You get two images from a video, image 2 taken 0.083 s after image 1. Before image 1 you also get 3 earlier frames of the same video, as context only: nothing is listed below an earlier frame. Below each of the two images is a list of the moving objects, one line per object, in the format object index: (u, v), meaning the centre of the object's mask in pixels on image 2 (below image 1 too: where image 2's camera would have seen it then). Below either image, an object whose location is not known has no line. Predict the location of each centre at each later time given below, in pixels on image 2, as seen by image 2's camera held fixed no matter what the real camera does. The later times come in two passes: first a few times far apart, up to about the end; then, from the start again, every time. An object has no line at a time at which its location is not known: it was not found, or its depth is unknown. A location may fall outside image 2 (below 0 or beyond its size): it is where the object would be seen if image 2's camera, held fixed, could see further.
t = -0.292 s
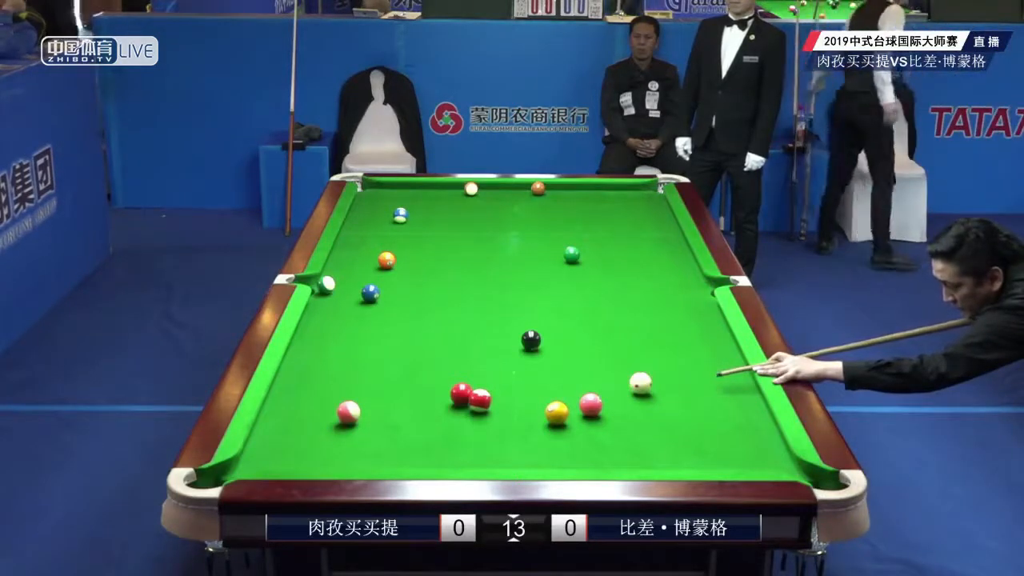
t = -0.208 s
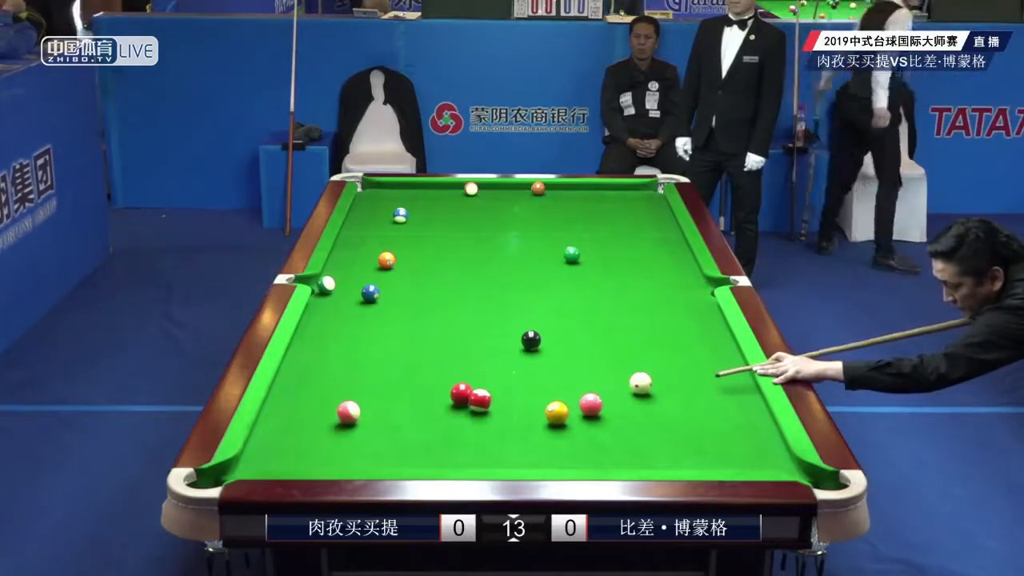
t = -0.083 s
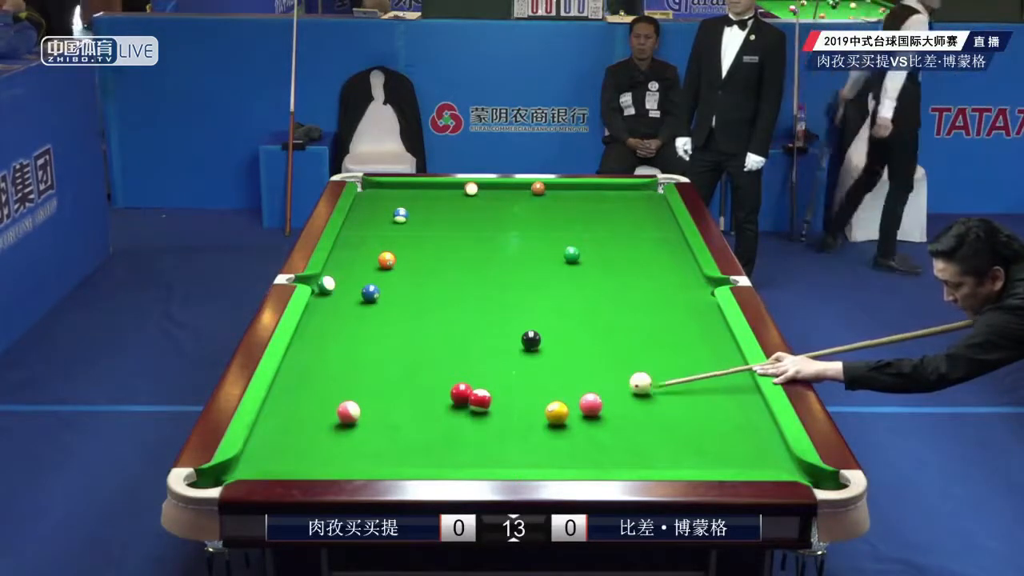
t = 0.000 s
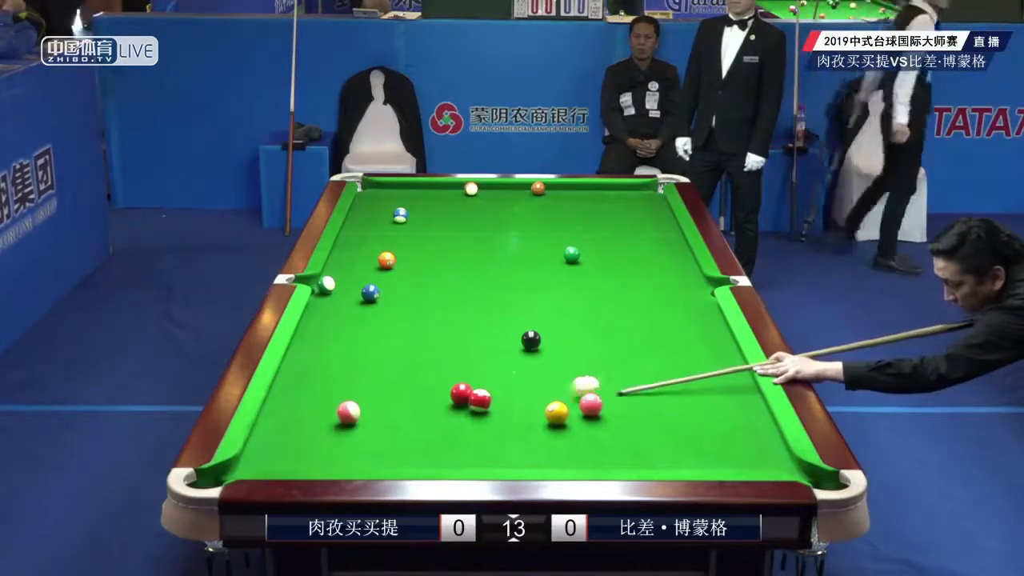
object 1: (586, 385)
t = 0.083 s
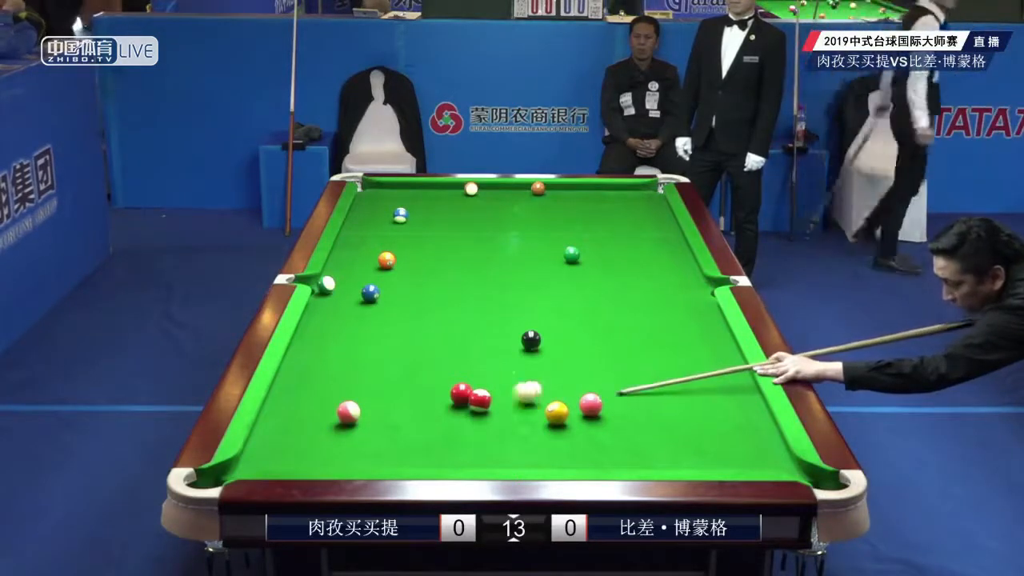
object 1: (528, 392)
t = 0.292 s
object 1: (482, 383)
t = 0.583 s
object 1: (477, 367)
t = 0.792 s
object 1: (473, 357)
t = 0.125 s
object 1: (502, 394)
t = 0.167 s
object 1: (492, 392)
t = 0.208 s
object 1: (488, 389)
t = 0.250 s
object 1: (484, 386)
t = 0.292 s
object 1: (482, 383)
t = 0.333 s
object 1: (482, 381)
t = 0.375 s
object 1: (480, 378)
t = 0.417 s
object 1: (480, 376)
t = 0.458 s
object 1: (479, 374)
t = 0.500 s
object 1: (478, 372)
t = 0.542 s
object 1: (477, 370)
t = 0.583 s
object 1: (477, 367)
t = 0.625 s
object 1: (476, 365)
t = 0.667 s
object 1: (475, 364)
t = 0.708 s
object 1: (474, 361)
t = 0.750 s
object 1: (474, 359)
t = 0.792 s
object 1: (473, 357)
